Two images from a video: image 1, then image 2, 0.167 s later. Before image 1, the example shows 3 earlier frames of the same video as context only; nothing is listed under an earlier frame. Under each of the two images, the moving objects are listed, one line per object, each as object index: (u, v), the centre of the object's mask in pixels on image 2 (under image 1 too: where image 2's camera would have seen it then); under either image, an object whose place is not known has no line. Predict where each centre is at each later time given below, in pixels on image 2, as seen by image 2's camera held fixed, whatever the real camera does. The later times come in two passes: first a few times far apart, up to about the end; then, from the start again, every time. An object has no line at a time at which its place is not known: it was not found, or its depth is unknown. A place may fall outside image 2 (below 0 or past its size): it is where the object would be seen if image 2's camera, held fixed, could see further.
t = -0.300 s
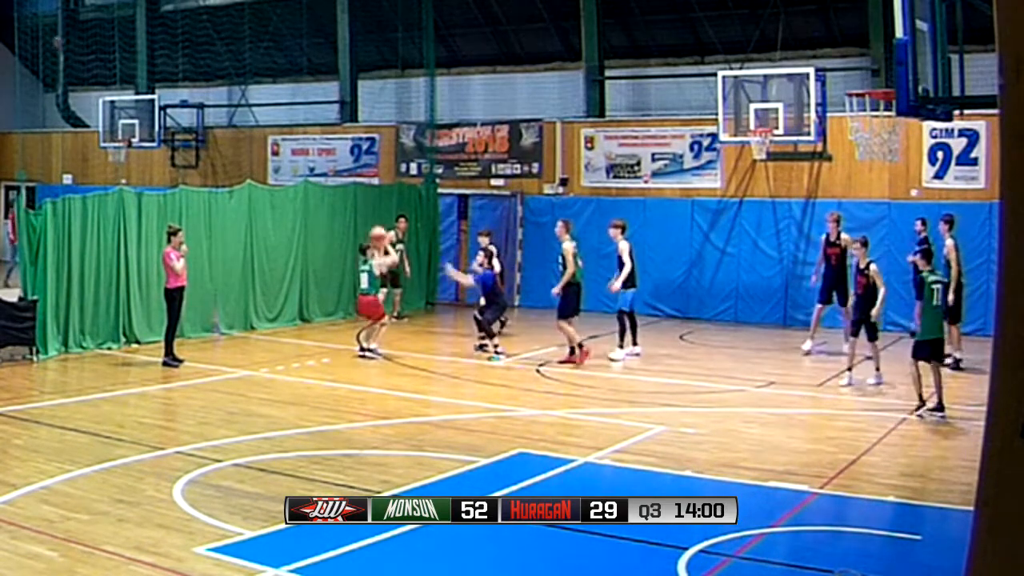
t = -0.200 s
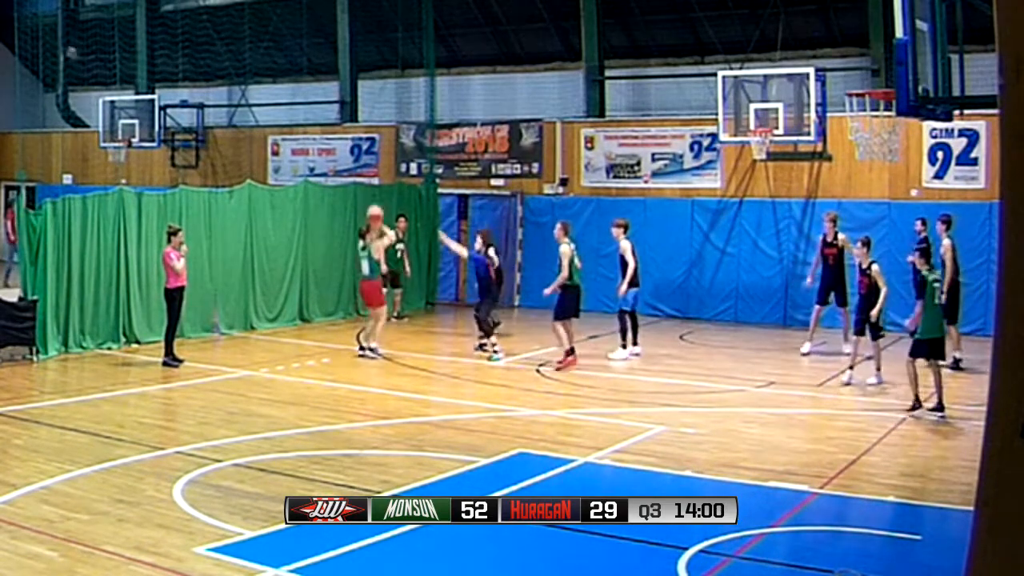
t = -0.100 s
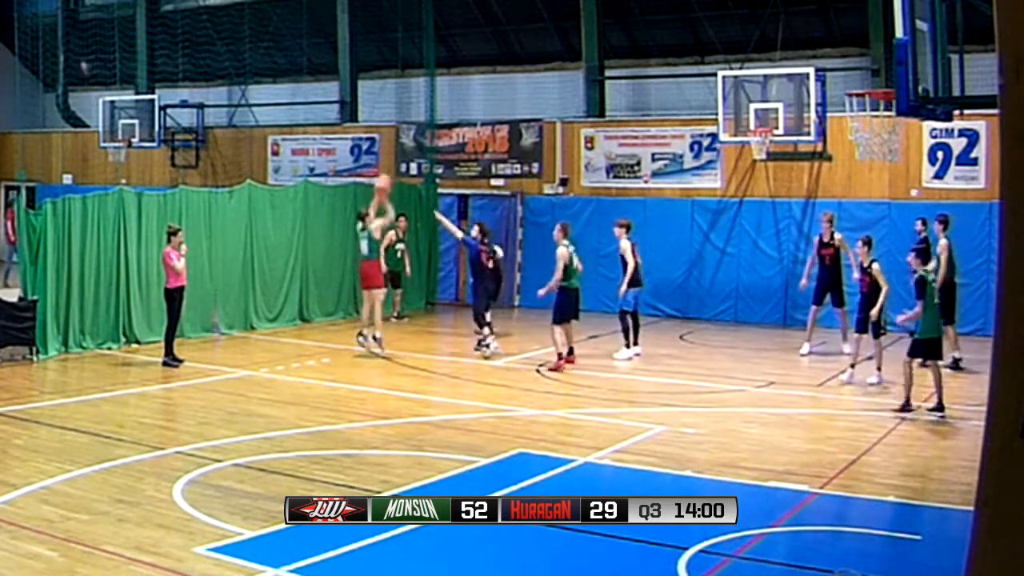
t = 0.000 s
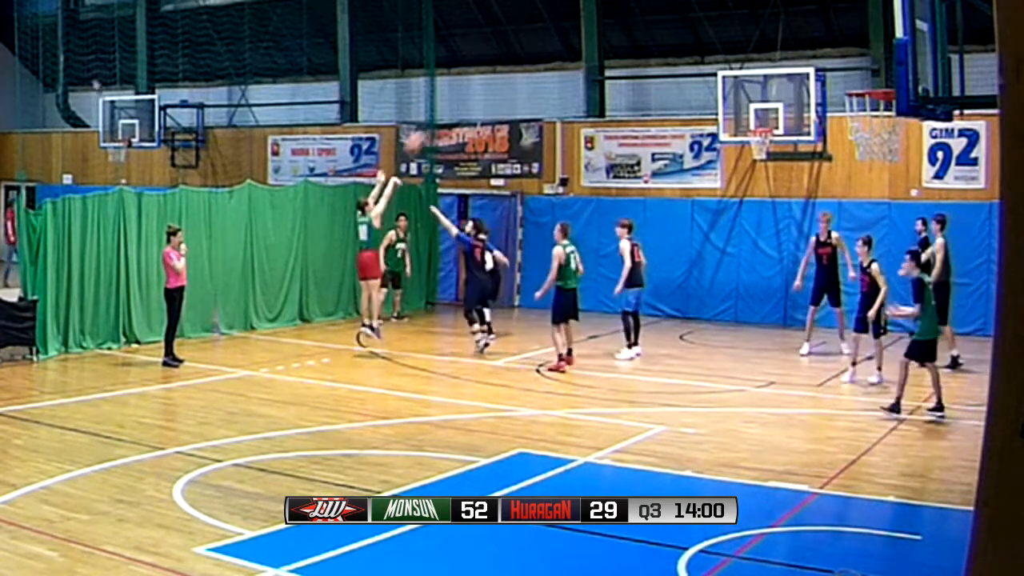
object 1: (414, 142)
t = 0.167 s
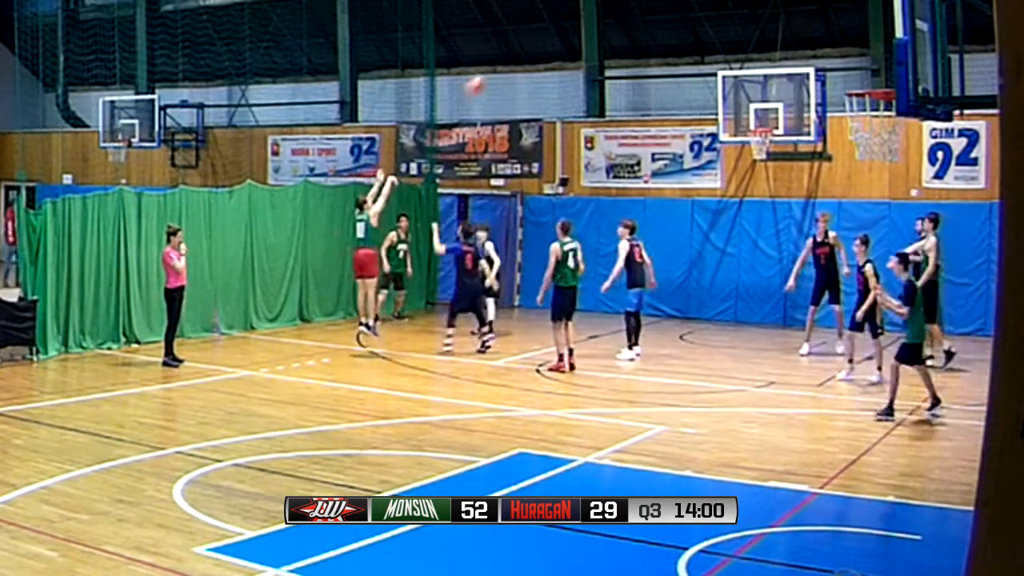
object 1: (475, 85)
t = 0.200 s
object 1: (485, 76)
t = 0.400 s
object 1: (553, 42)
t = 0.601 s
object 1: (617, 35)
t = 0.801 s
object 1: (676, 53)
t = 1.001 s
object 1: (732, 97)
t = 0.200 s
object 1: (485, 76)
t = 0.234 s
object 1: (498, 68)
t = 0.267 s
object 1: (509, 63)
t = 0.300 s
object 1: (520, 56)
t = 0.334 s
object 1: (532, 52)
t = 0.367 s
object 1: (543, 46)
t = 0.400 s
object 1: (553, 42)
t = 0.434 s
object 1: (564, 39)
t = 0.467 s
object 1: (575, 37)
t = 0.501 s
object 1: (586, 35)
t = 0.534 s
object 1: (597, 34)
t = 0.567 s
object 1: (607, 34)
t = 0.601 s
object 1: (617, 35)
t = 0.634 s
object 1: (627, 37)
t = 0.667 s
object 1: (637, 39)
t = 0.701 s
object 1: (647, 41)
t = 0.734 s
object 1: (657, 44)
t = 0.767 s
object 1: (666, 48)
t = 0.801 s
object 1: (676, 53)
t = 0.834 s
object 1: (685, 58)
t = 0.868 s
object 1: (696, 65)
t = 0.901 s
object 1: (705, 72)
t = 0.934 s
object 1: (711, 80)
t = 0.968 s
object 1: (723, 88)
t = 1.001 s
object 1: (732, 97)
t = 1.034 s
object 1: (742, 106)
